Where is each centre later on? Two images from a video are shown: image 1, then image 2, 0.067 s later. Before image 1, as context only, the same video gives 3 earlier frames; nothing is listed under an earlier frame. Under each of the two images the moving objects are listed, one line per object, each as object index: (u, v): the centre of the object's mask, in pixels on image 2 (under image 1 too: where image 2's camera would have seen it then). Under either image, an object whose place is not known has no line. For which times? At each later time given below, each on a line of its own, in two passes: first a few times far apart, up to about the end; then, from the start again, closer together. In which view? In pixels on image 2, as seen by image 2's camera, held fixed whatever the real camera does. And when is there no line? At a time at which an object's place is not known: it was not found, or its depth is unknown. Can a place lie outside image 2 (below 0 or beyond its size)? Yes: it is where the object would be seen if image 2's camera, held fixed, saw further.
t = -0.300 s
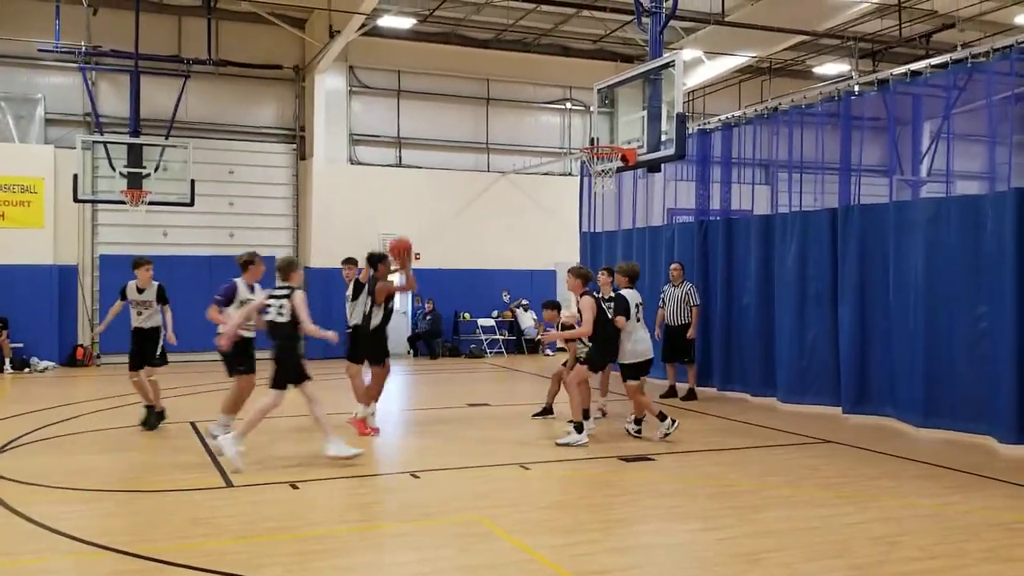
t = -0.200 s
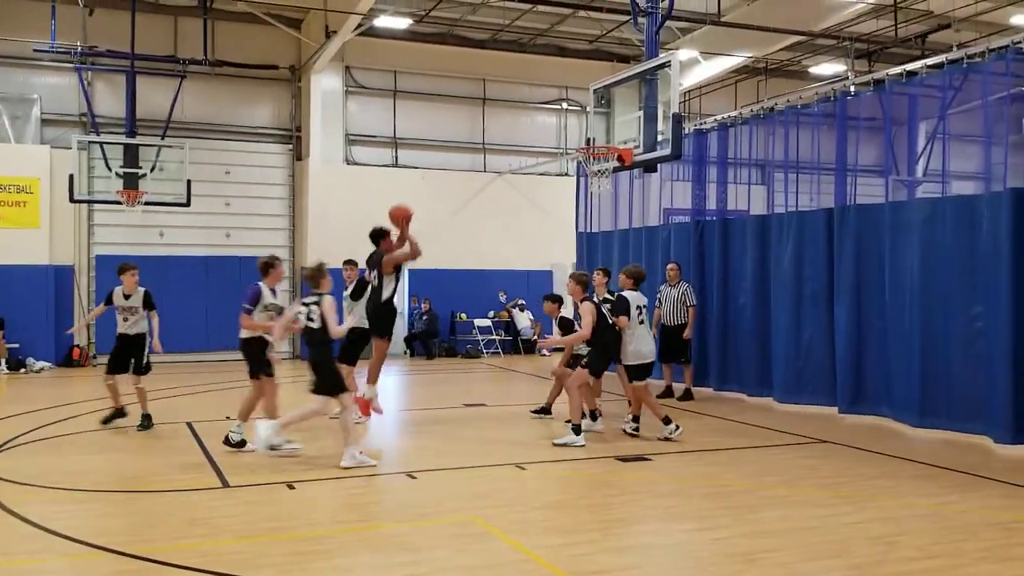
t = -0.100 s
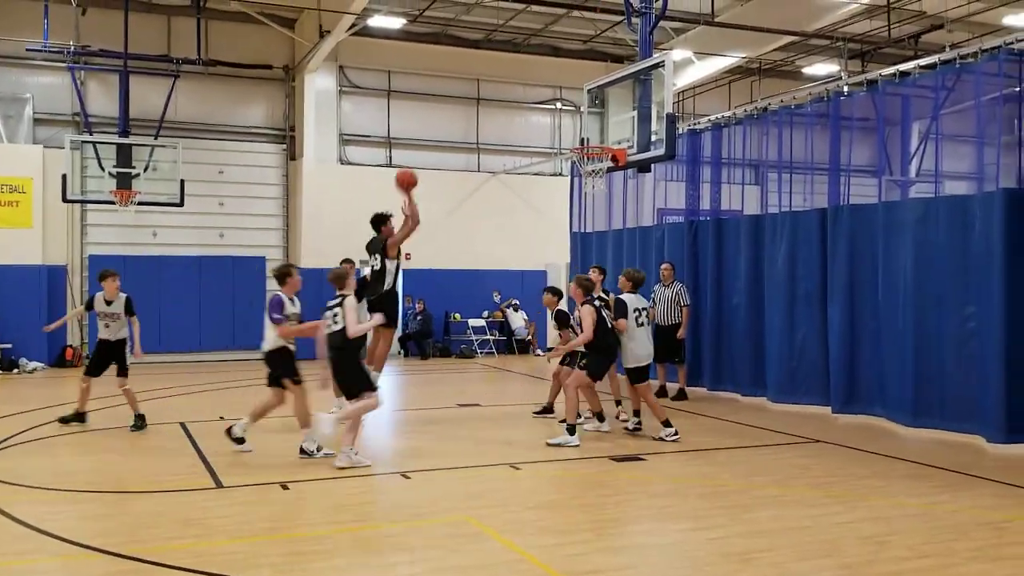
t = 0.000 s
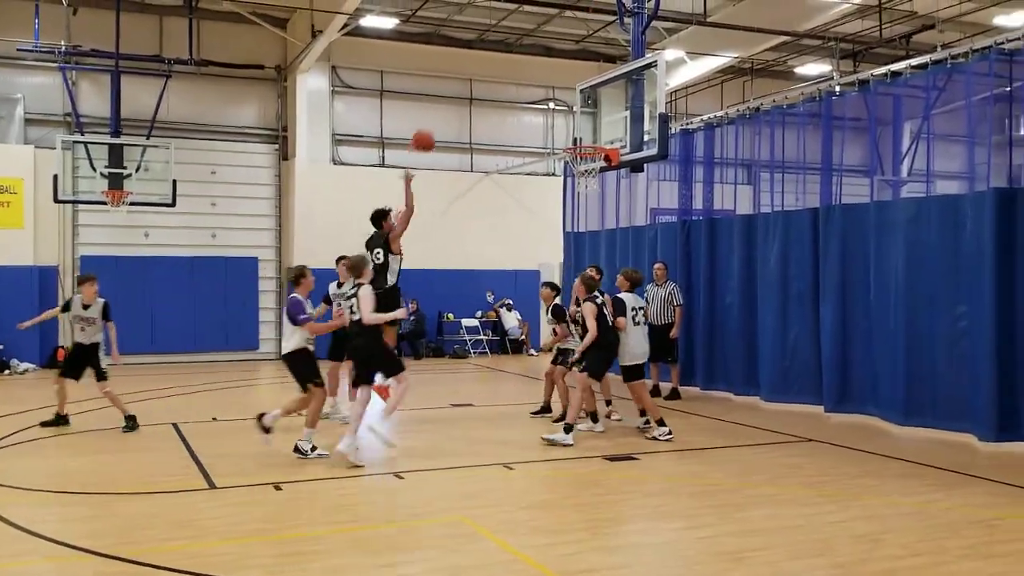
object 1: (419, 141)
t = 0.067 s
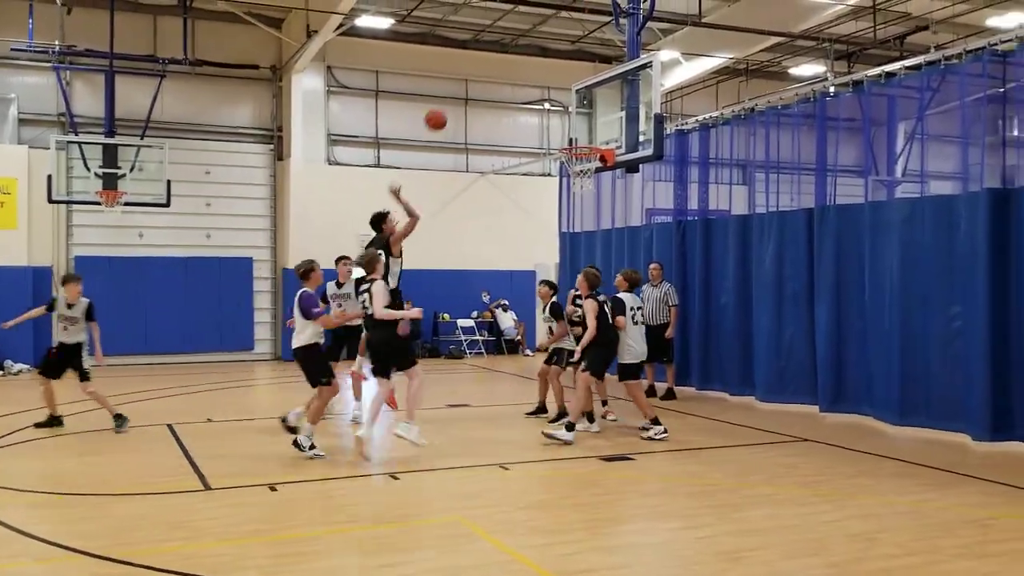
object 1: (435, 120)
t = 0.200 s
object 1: (469, 90)
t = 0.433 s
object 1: (523, 80)
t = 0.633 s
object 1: (567, 107)
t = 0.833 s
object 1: (582, 127)
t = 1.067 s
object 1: (540, 98)
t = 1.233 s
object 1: (509, 107)
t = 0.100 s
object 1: (444, 110)
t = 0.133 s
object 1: (453, 102)
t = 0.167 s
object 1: (461, 95)
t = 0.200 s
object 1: (469, 90)
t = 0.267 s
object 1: (485, 82)
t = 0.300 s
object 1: (492, 79)
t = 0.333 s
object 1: (499, 78)
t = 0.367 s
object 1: (507, 77)
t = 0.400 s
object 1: (515, 78)
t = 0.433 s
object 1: (523, 80)
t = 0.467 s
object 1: (530, 82)
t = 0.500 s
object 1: (538, 85)
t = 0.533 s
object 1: (545, 89)
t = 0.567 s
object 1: (552, 94)
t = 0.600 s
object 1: (560, 101)
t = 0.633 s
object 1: (567, 107)
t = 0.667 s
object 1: (574, 116)
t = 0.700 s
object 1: (581, 125)
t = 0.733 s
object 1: (588, 135)
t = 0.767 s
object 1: (594, 141)
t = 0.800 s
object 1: (587, 134)
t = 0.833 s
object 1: (582, 127)
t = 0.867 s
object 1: (575, 120)
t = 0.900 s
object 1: (570, 114)
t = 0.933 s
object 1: (564, 109)
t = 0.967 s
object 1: (559, 105)
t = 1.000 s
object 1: (553, 102)
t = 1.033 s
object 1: (547, 99)
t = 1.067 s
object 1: (540, 98)
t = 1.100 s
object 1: (534, 98)
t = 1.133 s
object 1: (528, 99)
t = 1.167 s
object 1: (522, 100)
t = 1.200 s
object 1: (516, 104)
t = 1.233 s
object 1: (509, 107)
